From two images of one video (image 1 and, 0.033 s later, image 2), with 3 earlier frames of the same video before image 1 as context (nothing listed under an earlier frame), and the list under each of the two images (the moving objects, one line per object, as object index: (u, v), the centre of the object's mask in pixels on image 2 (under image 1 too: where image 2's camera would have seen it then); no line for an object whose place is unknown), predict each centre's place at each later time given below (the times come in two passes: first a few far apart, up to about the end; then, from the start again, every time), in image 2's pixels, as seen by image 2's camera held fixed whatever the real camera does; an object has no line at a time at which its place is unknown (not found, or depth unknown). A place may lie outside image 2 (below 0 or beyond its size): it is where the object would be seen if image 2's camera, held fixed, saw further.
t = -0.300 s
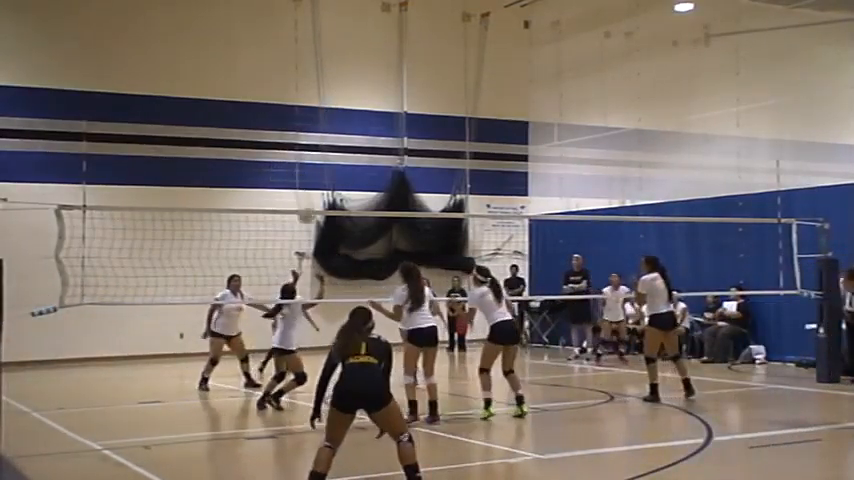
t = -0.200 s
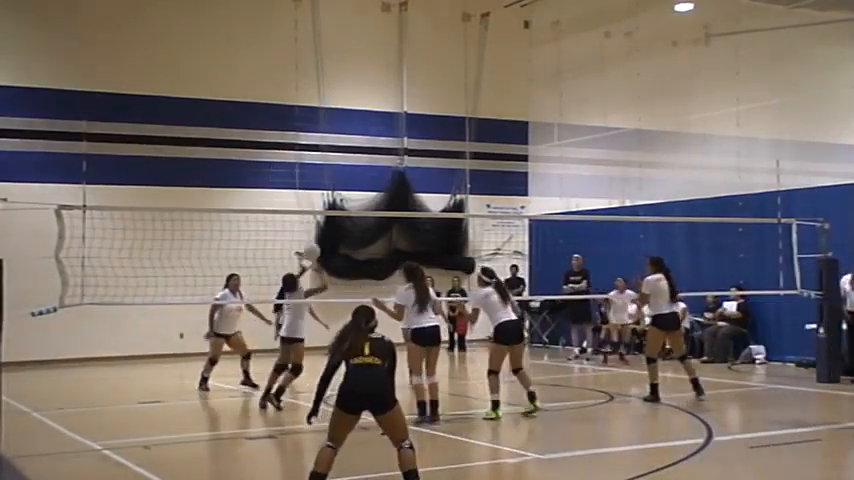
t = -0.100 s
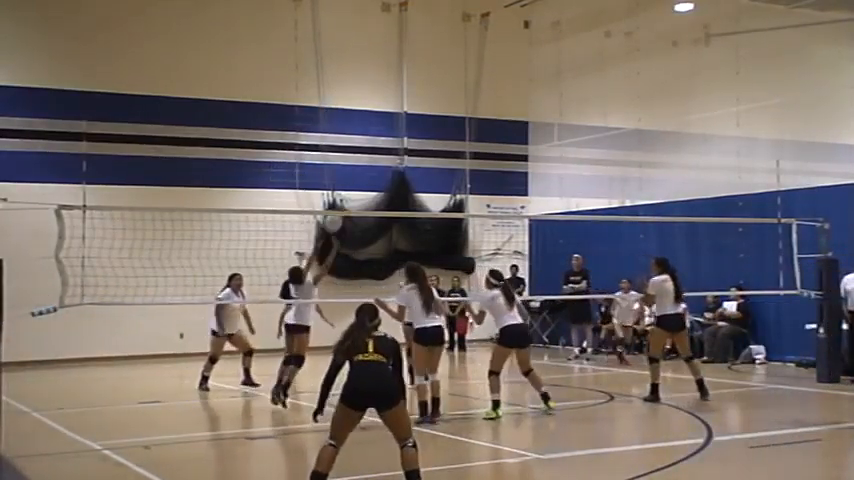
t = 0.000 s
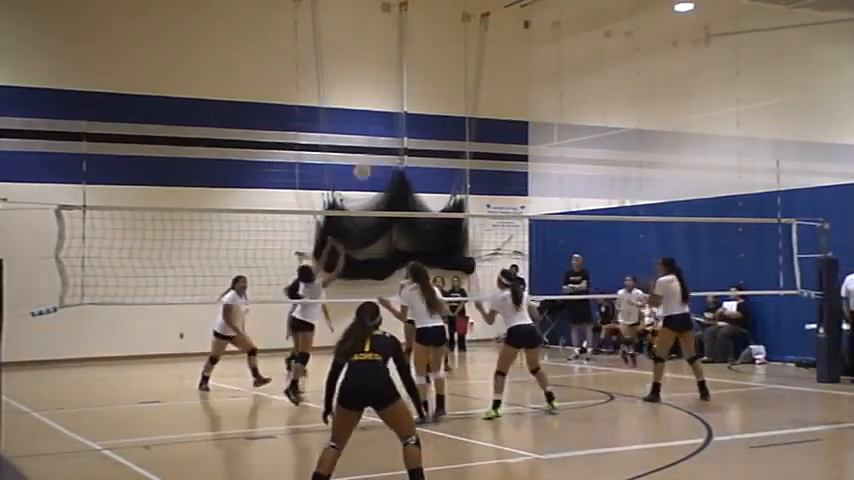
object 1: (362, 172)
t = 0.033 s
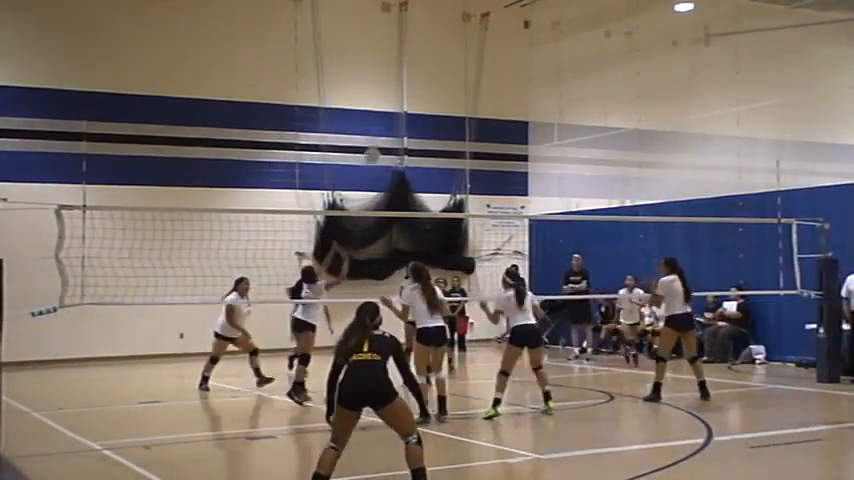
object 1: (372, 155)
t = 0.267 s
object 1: (430, 84)
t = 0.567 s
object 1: (504, 57)
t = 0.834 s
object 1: (559, 90)
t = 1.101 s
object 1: (608, 168)
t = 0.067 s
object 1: (380, 143)
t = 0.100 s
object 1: (390, 130)
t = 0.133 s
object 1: (398, 120)
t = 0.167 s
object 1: (407, 110)
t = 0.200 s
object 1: (414, 100)
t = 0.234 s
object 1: (422, 92)
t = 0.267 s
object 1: (430, 84)
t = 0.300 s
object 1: (439, 77)
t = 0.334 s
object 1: (449, 72)
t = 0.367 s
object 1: (456, 67)
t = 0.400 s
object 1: (464, 62)
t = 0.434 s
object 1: (473, 60)
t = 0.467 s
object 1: (480, 57)
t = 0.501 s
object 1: (488, 57)
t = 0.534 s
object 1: (495, 57)
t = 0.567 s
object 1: (504, 57)
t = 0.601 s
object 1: (511, 59)
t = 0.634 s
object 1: (518, 61)
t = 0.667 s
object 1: (525, 65)
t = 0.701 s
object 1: (532, 68)
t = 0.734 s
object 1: (540, 73)
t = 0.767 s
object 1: (546, 78)
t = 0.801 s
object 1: (552, 84)
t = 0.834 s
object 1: (559, 90)
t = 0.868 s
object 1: (565, 98)
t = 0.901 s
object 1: (571, 106)
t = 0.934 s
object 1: (577, 115)
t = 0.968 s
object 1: (585, 123)
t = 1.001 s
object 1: (590, 134)
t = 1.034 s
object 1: (597, 145)
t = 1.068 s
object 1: (602, 157)
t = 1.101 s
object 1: (608, 168)
